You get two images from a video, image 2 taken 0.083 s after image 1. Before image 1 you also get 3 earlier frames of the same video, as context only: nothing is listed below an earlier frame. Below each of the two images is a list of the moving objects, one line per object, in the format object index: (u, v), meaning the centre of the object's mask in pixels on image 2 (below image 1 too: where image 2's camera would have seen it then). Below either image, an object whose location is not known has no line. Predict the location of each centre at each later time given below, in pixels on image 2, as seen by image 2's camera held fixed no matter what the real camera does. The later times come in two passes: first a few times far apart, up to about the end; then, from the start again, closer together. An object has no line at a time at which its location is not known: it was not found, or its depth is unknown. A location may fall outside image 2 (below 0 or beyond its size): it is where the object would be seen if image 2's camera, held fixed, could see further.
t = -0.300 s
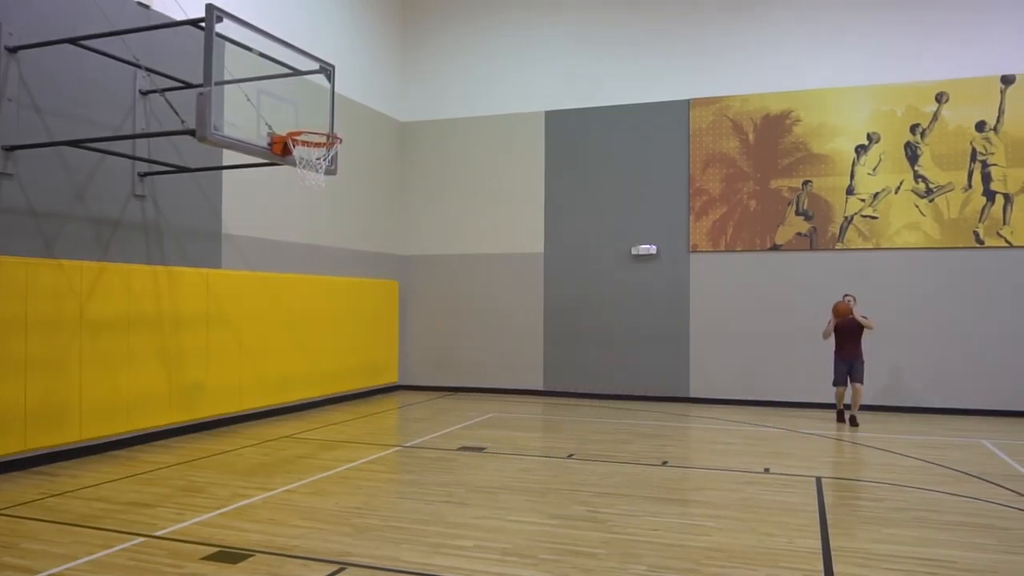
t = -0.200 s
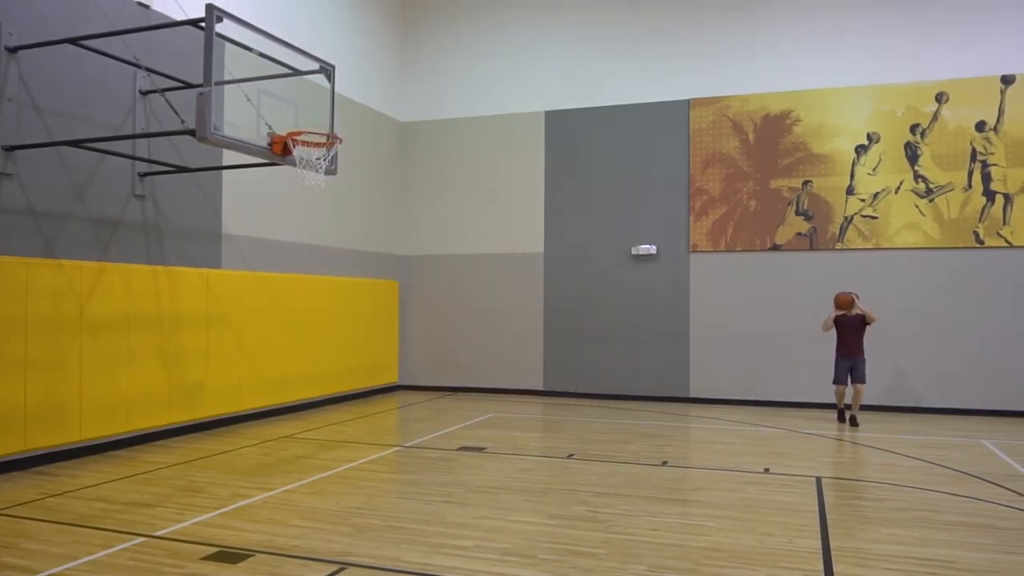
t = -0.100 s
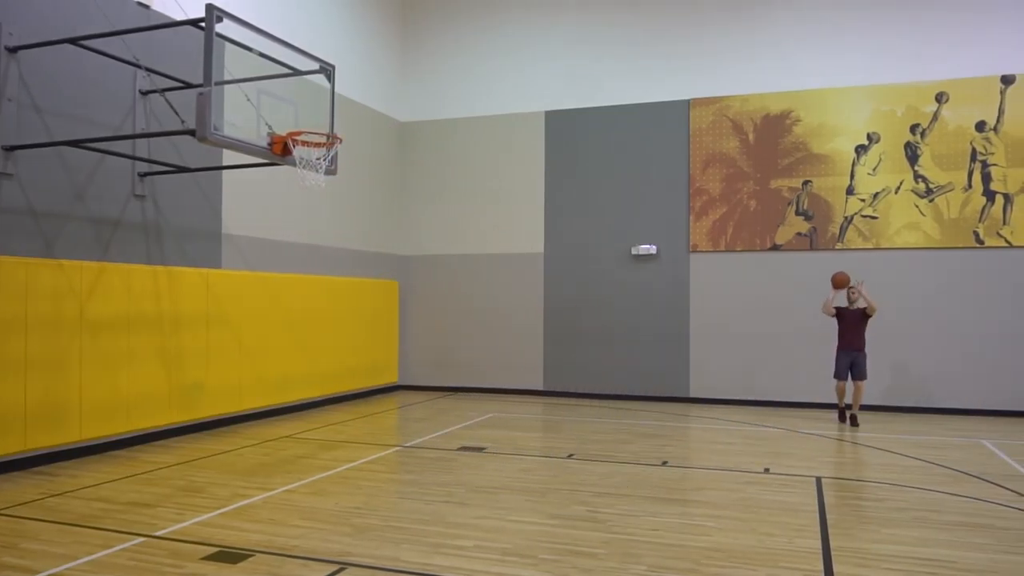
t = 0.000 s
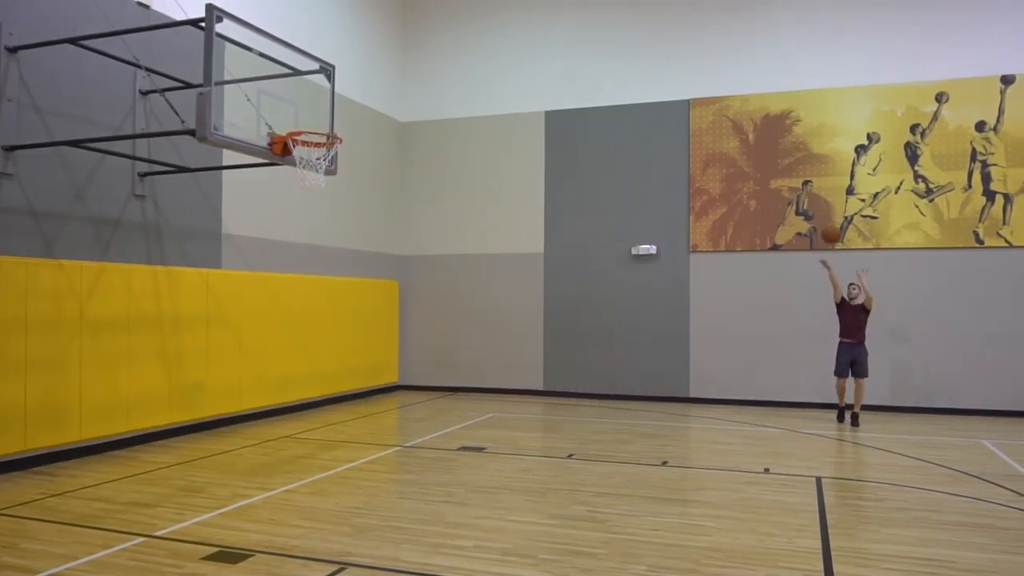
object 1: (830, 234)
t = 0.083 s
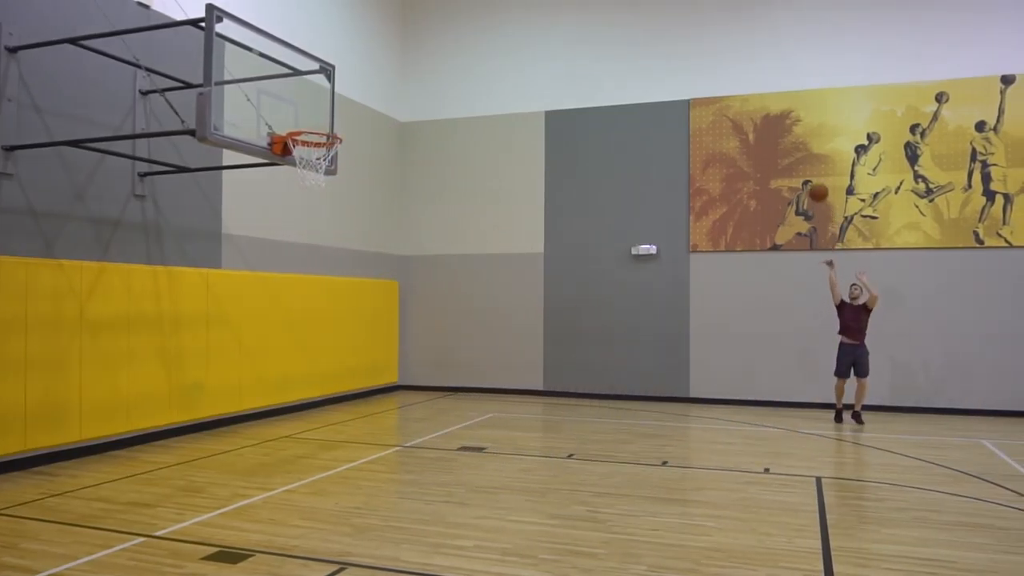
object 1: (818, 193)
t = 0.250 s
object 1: (792, 121)
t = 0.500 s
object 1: (752, 50)
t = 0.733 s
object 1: (712, 26)
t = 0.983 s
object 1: (665, 50)
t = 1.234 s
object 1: (614, 134)
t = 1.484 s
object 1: (557, 286)
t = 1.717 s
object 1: (504, 435)
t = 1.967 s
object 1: (488, 294)
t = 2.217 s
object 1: (470, 217)
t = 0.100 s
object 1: (815, 185)
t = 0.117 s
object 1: (813, 177)
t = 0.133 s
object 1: (810, 170)
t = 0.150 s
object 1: (808, 162)
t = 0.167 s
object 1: (805, 155)
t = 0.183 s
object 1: (803, 148)
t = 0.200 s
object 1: (800, 141)
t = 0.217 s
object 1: (797, 134)
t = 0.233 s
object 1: (795, 127)
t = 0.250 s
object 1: (792, 121)
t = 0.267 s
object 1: (790, 115)
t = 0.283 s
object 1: (787, 109)
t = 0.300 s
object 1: (785, 103)
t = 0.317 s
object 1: (782, 98)
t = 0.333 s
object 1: (779, 92)
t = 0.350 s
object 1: (777, 87)
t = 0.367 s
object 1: (774, 82)
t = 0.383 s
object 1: (771, 78)
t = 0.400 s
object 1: (769, 73)
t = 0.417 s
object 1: (766, 69)
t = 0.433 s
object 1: (763, 65)
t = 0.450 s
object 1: (760, 61)
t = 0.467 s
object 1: (758, 57)
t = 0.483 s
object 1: (755, 53)
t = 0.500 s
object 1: (752, 50)
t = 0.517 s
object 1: (749, 47)
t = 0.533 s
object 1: (746, 44)
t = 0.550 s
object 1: (743, 42)
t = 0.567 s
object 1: (741, 39)
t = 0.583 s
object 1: (738, 37)
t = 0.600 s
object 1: (735, 35)
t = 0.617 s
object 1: (732, 33)
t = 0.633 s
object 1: (729, 31)
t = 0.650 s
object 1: (726, 30)
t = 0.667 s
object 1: (723, 28)
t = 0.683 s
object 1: (720, 28)
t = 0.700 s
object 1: (718, 27)
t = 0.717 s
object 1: (715, 26)
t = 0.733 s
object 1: (712, 26)
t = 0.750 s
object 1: (709, 26)
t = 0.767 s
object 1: (706, 26)
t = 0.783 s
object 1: (703, 27)
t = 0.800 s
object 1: (700, 27)
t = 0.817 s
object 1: (697, 28)
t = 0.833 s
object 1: (693, 29)
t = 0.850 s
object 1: (690, 31)
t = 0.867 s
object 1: (687, 32)
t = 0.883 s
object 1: (684, 34)
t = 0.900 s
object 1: (681, 36)
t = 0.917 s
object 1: (678, 38)
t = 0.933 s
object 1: (675, 41)
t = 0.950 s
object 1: (671, 44)
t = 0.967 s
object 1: (668, 47)
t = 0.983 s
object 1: (665, 50)
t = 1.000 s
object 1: (662, 54)
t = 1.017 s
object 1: (658, 58)
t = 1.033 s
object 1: (655, 62)
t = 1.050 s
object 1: (652, 67)
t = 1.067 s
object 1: (649, 71)
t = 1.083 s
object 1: (645, 76)
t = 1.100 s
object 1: (642, 81)
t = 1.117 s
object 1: (638, 87)
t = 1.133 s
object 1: (635, 93)
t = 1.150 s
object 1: (632, 99)
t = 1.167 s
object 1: (628, 105)
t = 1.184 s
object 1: (625, 112)
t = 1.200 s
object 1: (621, 120)
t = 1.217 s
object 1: (618, 126)
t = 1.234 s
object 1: (614, 134)
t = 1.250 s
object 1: (610, 142)
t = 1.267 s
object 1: (607, 150)
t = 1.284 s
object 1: (603, 159)
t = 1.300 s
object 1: (600, 168)
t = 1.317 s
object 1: (596, 177)
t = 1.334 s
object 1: (592, 186)
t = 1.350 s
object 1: (588, 196)
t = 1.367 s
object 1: (585, 207)
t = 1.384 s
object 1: (581, 217)
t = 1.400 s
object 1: (577, 228)
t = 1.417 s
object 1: (573, 239)
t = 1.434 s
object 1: (569, 250)
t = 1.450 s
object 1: (565, 262)
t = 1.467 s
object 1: (561, 274)
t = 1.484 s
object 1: (557, 286)
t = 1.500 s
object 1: (553, 299)
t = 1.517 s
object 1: (549, 312)
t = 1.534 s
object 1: (545, 326)
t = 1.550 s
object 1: (540, 340)
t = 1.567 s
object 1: (536, 354)
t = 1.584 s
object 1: (532, 369)
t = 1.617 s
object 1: (524, 399)
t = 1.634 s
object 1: (519, 415)
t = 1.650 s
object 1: (515, 430)
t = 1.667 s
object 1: (510, 447)
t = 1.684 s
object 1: (507, 459)
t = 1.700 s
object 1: (506, 447)
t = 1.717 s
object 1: (504, 435)
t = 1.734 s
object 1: (504, 424)
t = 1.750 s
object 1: (502, 413)
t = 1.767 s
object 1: (501, 402)
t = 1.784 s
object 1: (500, 392)
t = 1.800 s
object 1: (499, 382)
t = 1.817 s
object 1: (498, 371)
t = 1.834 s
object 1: (497, 362)
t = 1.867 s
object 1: (495, 343)
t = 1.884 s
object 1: (494, 334)
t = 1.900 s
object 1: (492, 326)
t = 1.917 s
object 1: (491, 318)
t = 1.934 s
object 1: (490, 309)
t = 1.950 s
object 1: (489, 302)
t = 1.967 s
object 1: (488, 294)
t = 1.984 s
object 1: (487, 287)
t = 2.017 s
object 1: (484, 274)
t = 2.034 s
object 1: (483, 268)
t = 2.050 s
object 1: (482, 262)
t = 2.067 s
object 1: (481, 256)
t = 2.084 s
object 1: (480, 250)
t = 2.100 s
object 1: (478, 245)
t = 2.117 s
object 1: (477, 240)
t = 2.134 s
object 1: (476, 236)
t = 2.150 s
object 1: (475, 231)
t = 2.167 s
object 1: (474, 227)
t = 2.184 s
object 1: (472, 224)
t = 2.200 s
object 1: (471, 220)
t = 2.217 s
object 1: (470, 217)
